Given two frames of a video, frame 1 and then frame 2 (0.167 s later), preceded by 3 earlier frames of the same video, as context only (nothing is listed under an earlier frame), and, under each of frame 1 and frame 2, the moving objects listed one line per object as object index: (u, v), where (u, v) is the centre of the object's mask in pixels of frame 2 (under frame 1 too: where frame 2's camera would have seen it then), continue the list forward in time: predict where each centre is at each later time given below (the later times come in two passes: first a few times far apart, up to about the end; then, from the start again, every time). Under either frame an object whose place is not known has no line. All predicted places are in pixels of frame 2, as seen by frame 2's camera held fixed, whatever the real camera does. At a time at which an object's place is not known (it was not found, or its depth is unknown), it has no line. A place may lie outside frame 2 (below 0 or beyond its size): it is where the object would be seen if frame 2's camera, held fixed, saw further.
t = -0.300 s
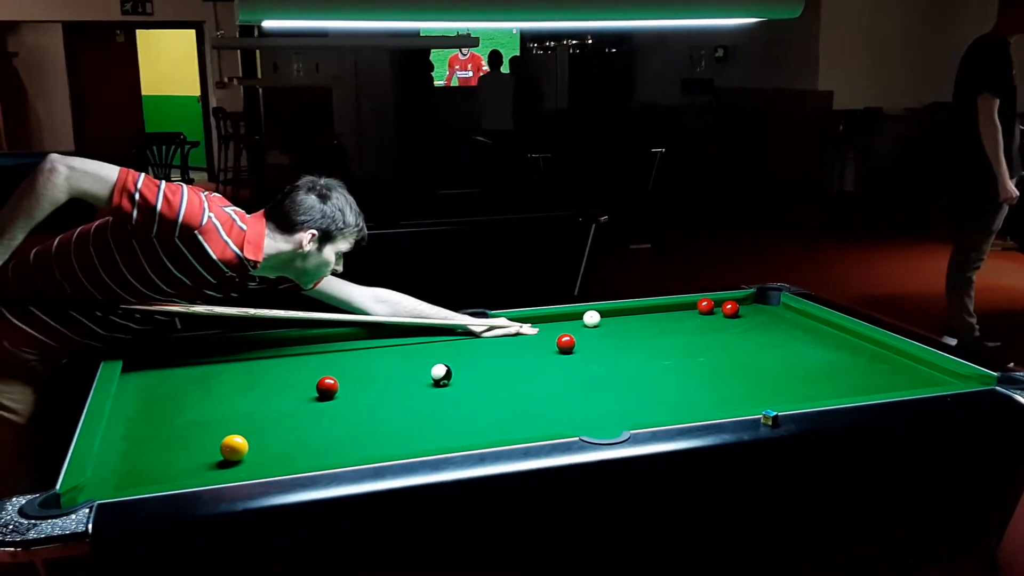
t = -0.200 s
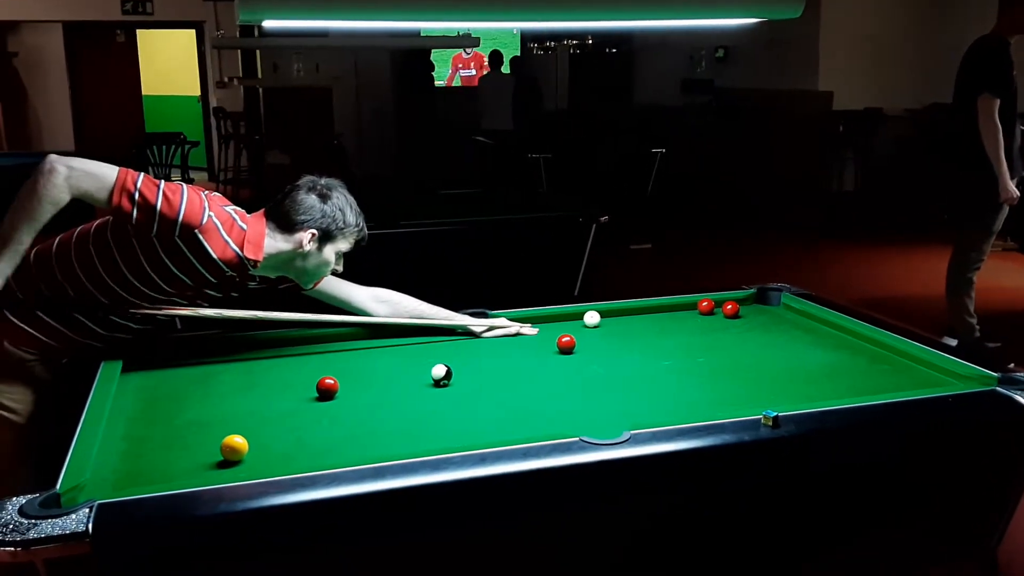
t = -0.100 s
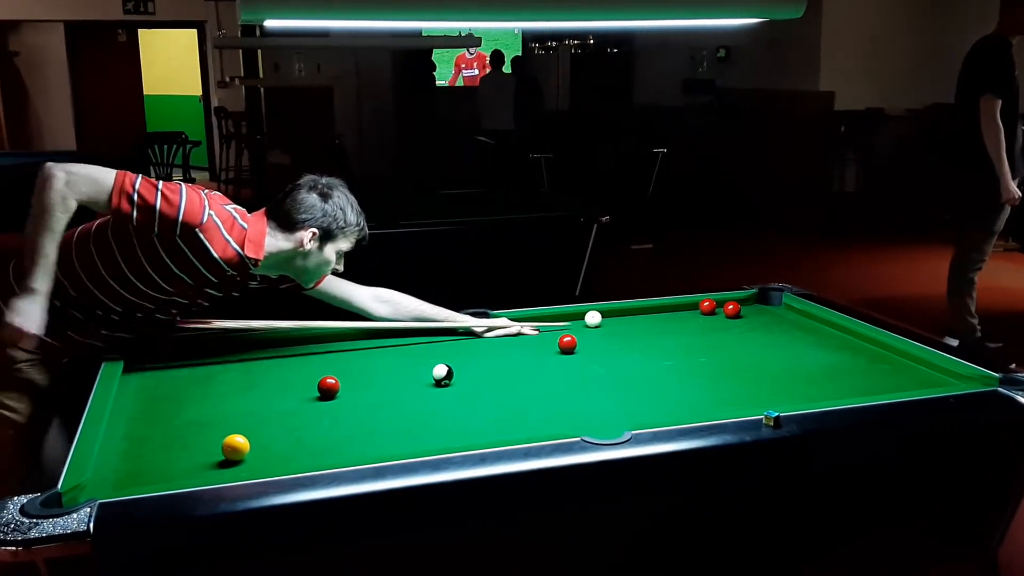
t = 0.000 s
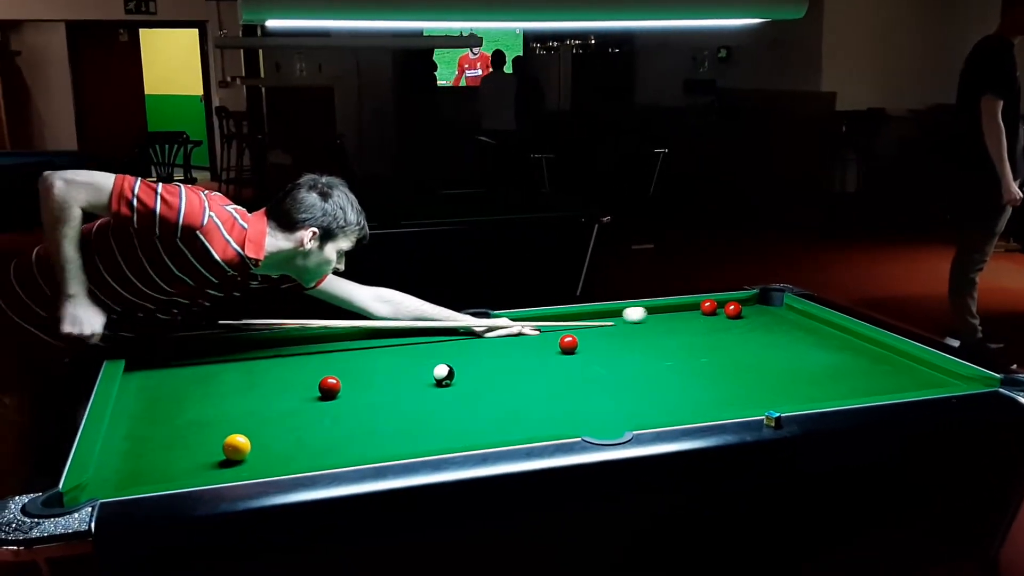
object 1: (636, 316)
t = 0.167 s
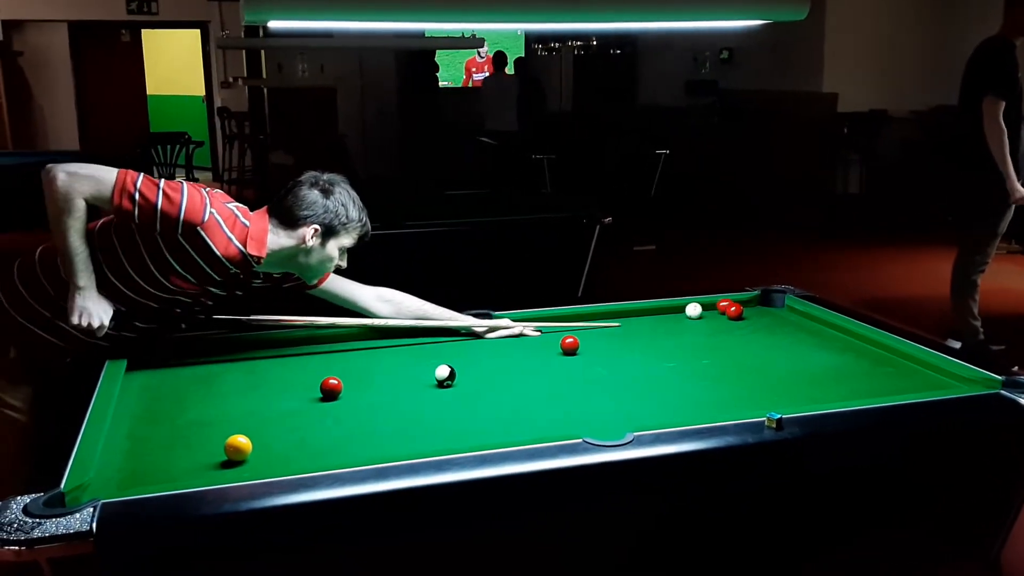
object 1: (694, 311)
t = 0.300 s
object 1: (689, 312)
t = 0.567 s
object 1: (680, 314)
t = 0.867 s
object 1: (670, 316)
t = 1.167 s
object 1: (663, 317)
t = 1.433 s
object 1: (658, 318)
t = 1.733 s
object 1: (654, 319)
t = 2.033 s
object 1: (651, 319)
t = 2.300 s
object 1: (650, 319)
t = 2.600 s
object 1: (650, 319)
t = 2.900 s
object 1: (650, 319)
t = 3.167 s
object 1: (650, 319)
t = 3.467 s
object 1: (650, 319)
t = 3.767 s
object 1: (650, 319)
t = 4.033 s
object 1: (650, 319)
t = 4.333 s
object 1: (650, 319)
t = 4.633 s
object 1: (650, 319)
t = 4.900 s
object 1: (650, 319)
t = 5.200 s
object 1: (650, 319)
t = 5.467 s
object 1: (650, 319)
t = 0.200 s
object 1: (692, 311)
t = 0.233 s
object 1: (691, 311)
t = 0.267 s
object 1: (690, 311)
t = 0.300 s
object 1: (689, 312)
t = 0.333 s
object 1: (688, 312)
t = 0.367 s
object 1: (686, 312)
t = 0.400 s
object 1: (685, 313)
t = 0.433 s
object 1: (684, 313)
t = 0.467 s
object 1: (683, 313)
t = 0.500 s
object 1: (682, 314)
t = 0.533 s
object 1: (681, 314)
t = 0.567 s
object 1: (680, 314)
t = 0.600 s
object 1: (679, 314)
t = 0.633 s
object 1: (677, 314)
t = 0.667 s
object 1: (676, 315)
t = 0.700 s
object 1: (675, 315)
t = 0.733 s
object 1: (674, 315)
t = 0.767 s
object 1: (673, 315)
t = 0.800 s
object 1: (672, 316)
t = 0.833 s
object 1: (671, 316)
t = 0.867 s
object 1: (670, 316)
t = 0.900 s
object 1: (669, 316)
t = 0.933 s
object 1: (669, 316)
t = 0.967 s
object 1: (668, 316)
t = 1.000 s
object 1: (667, 316)
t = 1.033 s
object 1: (666, 317)
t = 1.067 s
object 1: (665, 317)
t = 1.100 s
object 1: (665, 317)
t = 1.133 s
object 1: (664, 317)
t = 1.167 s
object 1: (663, 317)
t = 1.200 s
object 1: (663, 317)
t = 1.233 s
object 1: (662, 318)
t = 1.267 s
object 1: (661, 318)
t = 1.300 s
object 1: (661, 318)
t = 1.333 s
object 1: (660, 318)
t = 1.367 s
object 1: (659, 318)
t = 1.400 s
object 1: (659, 318)
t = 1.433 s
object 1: (658, 318)
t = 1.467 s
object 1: (658, 318)
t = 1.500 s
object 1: (657, 318)
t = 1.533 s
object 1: (656, 318)
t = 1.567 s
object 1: (656, 318)
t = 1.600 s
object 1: (656, 318)
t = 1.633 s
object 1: (655, 319)
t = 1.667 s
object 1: (655, 319)
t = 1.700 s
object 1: (654, 319)
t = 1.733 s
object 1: (654, 319)
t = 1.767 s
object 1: (653, 319)
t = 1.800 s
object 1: (653, 319)
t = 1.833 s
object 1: (653, 319)
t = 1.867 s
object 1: (652, 319)
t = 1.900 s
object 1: (652, 319)
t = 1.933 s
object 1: (652, 319)
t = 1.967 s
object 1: (651, 319)
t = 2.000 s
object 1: (651, 319)
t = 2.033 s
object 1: (651, 319)
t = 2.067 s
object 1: (650, 319)
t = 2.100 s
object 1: (651, 319)
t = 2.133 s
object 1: (650, 319)
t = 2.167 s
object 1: (650, 319)
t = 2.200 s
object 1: (650, 319)
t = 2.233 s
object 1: (650, 319)
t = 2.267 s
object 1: (650, 319)
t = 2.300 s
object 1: (650, 319)
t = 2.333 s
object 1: (650, 319)
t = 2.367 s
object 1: (650, 319)
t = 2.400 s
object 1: (650, 319)
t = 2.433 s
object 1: (650, 319)
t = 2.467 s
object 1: (650, 319)
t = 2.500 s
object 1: (650, 319)
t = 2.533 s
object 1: (650, 319)
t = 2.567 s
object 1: (650, 319)
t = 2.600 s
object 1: (650, 319)
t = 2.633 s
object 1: (650, 319)
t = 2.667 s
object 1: (650, 319)
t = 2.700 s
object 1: (650, 319)
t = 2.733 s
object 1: (650, 319)
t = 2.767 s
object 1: (650, 319)
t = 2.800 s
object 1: (650, 319)
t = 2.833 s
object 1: (650, 319)
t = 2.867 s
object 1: (650, 319)
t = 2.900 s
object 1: (650, 319)
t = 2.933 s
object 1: (650, 319)
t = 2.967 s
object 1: (650, 319)
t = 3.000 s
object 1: (650, 319)
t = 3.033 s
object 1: (650, 319)
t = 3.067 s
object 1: (650, 319)
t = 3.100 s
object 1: (650, 319)
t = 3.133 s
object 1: (650, 319)
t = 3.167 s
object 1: (650, 319)
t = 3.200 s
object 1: (650, 319)
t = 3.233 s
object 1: (650, 319)
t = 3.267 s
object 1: (650, 319)
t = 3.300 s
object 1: (650, 319)
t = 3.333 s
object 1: (650, 319)
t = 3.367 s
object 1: (650, 319)
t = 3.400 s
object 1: (650, 319)
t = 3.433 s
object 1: (650, 319)
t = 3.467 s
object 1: (650, 319)
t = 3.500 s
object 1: (650, 319)
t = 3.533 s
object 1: (650, 319)
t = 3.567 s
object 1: (650, 319)
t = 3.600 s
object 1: (650, 319)
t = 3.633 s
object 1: (650, 319)
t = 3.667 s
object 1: (650, 319)
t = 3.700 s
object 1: (650, 319)
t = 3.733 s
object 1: (650, 319)
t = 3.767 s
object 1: (650, 319)
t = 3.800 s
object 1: (650, 319)
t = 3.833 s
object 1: (650, 319)
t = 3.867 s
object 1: (650, 319)
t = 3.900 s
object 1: (650, 319)
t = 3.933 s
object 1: (650, 319)
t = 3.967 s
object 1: (650, 319)
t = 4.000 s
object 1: (650, 319)
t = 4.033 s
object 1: (650, 319)
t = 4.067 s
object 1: (650, 319)
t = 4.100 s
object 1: (650, 319)
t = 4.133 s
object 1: (650, 319)
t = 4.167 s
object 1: (650, 319)
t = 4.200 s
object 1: (650, 319)
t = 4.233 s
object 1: (650, 319)
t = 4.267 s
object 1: (650, 319)
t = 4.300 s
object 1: (650, 319)
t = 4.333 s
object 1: (650, 319)
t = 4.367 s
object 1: (650, 319)
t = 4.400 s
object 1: (650, 319)
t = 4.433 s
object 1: (650, 319)
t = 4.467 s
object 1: (650, 319)
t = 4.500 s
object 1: (650, 319)
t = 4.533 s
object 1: (650, 319)
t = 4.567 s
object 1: (650, 319)
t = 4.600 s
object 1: (650, 319)
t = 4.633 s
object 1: (650, 319)
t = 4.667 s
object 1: (650, 319)
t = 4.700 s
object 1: (650, 319)
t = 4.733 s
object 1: (650, 319)
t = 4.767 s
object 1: (650, 319)
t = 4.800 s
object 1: (650, 319)
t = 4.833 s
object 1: (650, 319)
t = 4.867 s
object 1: (650, 319)
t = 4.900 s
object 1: (650, 319)
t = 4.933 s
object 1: (650, 319)
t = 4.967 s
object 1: (650, 319)
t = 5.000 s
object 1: (650, 319)
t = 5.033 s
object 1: (650, 319)
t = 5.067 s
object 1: (650, 319)
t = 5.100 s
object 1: (650, 319)
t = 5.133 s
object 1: (650, 319)
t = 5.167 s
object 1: (650, 319)
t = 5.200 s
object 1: (650, 319)
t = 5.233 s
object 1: (650, 319)
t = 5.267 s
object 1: (650, 319)
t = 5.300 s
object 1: (650, 319)
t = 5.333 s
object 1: (650, 319)
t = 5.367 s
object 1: (650, 319)
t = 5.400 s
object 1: (650, 319)
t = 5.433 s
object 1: (650, 319)
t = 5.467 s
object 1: (650, 319)
